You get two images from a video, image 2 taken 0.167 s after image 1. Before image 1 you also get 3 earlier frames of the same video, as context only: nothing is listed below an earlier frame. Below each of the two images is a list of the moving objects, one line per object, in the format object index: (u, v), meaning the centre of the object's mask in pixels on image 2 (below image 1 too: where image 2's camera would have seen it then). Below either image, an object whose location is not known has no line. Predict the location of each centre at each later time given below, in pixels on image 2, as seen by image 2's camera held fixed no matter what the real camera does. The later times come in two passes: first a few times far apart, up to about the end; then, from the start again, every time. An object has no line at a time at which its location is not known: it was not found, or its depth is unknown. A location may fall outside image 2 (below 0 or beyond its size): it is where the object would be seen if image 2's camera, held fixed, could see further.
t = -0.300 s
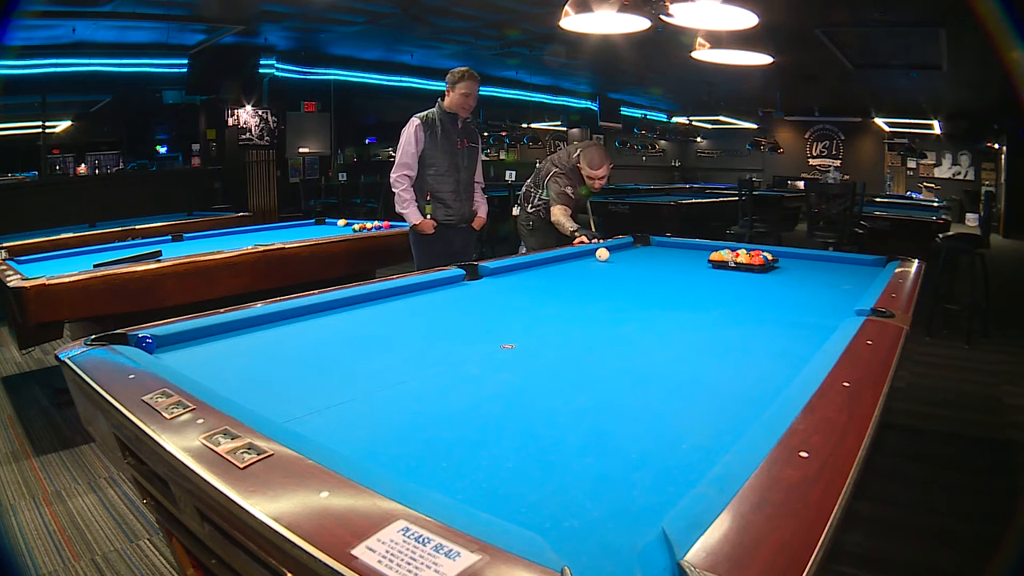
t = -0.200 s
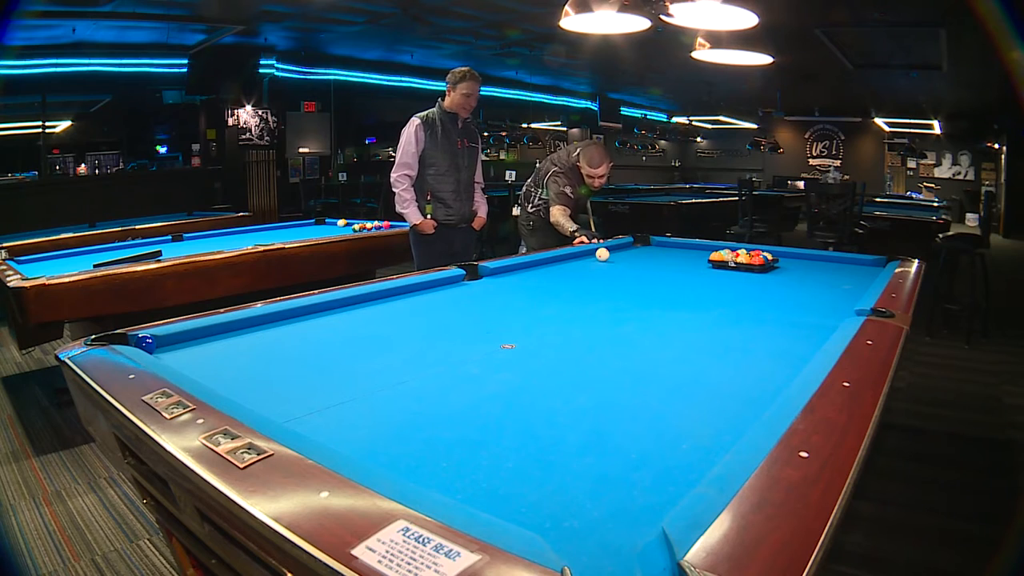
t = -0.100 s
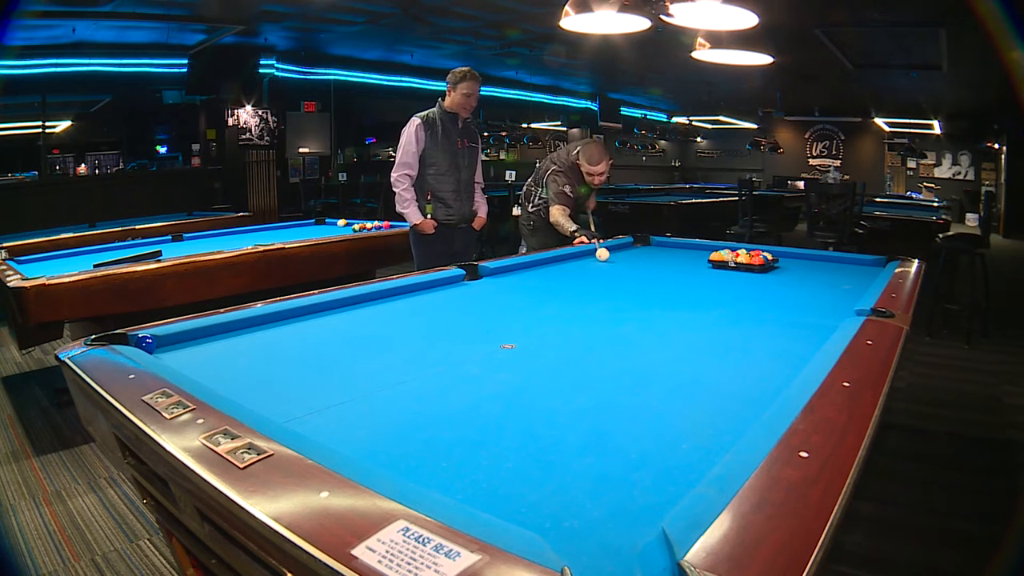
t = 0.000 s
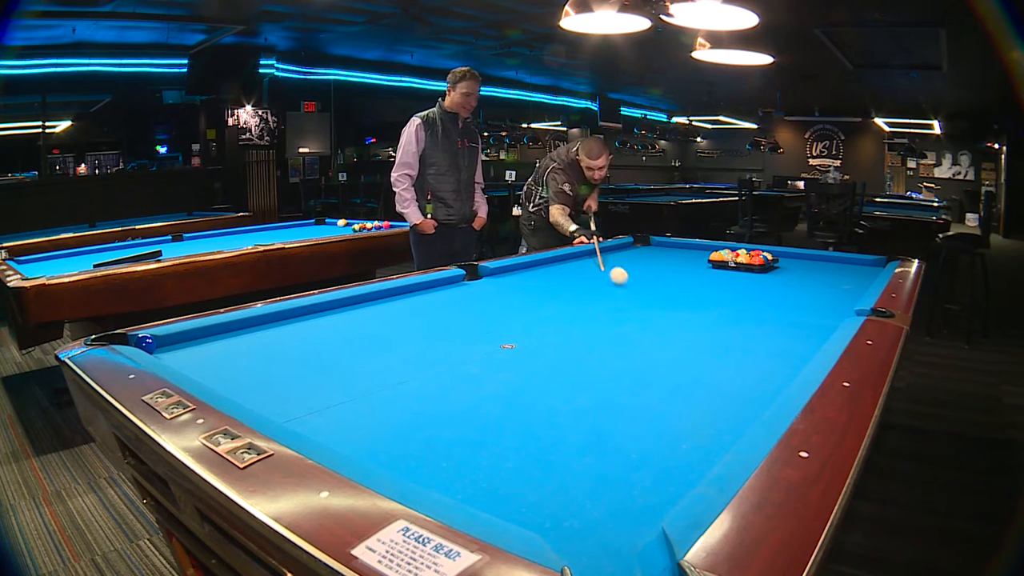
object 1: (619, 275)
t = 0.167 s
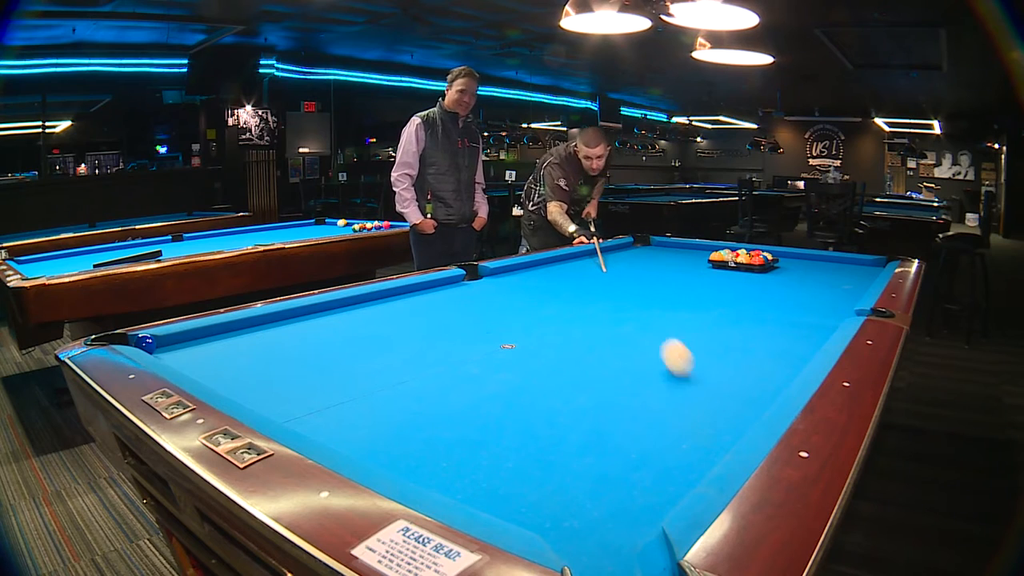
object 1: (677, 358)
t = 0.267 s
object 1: (653, 456)
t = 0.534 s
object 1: (426, 348)
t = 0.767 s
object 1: (410, 291)
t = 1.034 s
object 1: (579, 277)
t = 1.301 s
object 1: (717, 268)
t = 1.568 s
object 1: (789, 278)
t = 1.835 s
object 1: (854, 293)
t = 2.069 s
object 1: (799, 298)
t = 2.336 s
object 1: (733, 303)
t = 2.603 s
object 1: (658, 310)
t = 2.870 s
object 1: (576, 317)
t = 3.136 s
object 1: (487, 324)
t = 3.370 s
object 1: (406, 330)
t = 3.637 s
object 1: (313, 337)
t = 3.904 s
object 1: (224, 343)
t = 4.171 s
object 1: (151, 346)
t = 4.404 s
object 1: (157, 343)
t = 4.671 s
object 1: (167, 342)
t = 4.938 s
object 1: (177, 343)
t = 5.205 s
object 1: (184, 344)
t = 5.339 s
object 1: (188, 345)
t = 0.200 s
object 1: (699, 389)
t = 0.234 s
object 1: (724, 428)
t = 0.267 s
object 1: (653, 456)
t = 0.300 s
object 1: (552, 475)
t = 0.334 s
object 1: (455, 483)
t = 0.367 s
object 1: (438, 454)
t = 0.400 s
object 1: (436, 423)
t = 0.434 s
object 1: (434, 398)
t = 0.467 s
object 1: (431, 378)
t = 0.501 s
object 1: (429, 362)
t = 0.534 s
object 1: (426, 348)
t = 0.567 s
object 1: (424, 336)
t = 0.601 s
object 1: (421, 326)
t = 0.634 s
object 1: (418, 317)
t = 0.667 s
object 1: (416, 309)
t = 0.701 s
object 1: (414, 303)
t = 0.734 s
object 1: (412, 296)
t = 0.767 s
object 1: (410, 291)
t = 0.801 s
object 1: (418, 286)
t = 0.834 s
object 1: (444, 285)
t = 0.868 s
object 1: (469, 284)
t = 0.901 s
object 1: (493, 282)
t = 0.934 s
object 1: (516, 281)
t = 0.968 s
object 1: (538, 280)
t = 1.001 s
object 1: (559, 279)
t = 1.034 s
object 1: (579, 277)
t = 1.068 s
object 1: (598, 276)
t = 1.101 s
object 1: (617, 275)
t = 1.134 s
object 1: (635, 273)
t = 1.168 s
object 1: (653, 272)
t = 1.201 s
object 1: (670, 270)
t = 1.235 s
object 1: (686, 270)
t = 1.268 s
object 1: (701, 269)
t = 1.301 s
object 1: (717, 268)
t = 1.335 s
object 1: (731, 267)
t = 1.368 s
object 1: (745, 266)
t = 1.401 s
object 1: (752, 268)
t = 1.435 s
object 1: (759, 270)
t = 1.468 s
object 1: (765, 272)
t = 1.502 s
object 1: (773, 274)
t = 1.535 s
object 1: (781, 276)
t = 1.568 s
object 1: (789, 278)
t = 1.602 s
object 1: (797, 280)
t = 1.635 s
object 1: (806, 282)
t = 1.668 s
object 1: (815, 284)
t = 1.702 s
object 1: (824, 286)
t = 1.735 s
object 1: (834, 288)
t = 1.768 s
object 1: (844, 290)
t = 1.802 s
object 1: (853, 292)
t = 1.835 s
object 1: (854, 293)
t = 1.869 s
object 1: (845, 294)
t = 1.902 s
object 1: (836, 294)
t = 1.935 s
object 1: (828, 295)
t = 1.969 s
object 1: (821, 295)
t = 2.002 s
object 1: (813, 296)
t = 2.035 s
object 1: (806, 297)
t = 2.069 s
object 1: (799, 298)
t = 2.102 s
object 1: (791, 298)
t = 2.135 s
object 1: (783, 299)
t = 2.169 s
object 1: (775, 300)
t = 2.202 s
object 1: (767, 300)
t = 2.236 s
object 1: (759, 301)
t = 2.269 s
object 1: (750, 302)
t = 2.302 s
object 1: (742, 303)
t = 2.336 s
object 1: (733, 303)
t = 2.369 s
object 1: (724, 304)
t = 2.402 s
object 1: (715, 305)
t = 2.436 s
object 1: (706, 306)
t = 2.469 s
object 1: (697, 307)
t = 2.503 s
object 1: (688, 308)
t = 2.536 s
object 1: (678, 308)
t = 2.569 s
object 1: (668, 309)
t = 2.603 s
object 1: (658, 310)
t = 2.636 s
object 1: (648, 311)
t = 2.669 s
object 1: (639, 312)
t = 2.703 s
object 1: (629, 313)
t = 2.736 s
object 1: (618, 313)
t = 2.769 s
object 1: (608, 314)
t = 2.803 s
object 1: (597, 315)
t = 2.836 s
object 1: (587, 316)
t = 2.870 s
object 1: (576, 317)
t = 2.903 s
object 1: (565, 318)
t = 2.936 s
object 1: (554, 319)
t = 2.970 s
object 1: (543, 320)
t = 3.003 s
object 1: (532, 321)
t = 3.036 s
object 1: (521, 321)
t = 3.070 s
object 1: (510, 323)
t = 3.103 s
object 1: (498, 323)
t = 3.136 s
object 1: (487, 324)
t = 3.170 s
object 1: (475, 325)
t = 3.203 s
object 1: (464, 326)
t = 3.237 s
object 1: (452, 327)
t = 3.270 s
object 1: (441, 328)
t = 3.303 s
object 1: (429, 329)
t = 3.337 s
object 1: (417, 329)
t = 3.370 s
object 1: (406, 330)
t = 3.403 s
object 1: (394, 331)
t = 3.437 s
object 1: (382, 332)
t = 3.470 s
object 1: (371, 333)
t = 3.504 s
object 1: (359, 334)
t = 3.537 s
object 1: (348, 335)
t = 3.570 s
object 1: (336, 335)
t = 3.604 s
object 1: (324, 336)
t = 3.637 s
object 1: (313, 337)
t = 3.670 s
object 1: (301, 338)
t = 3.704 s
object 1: (290, 339)
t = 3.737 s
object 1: (279, 340)
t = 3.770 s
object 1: (268, 340)
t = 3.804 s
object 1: (257, 341)
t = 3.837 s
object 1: (245, 341)
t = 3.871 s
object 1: (234, 343)
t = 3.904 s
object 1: (224, 343)
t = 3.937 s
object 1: (213, 344)
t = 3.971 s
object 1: (202, 345)
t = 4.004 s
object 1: (192, 345)
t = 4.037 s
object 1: (181, 346)
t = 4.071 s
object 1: (171, 347)
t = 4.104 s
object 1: (161, 347)
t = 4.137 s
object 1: (155, 347)
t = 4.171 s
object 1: (151, 346)
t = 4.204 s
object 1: (151, 346)
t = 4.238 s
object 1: (152, 346)
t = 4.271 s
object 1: (153, 345)
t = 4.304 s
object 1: (154, 345)
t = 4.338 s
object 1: (155, 344)
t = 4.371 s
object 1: (156, 343)
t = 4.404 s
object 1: (157, 343)
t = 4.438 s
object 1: (158, 342)
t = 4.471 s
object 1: (160, 341)
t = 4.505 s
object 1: (161, 341)
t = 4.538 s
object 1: (162, 341)
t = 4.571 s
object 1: (164, 341)
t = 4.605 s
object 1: (165, 341)
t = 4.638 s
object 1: (166, 341)
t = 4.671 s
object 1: (167, 342)
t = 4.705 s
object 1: (169, 342)
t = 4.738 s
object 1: (170, 342)
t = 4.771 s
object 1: (171, 342)
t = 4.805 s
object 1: (172, 342)
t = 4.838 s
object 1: (173, 342)
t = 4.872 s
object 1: (175, 342)
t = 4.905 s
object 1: (176, 343)
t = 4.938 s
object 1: (177, 343)
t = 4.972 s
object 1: (178, 343)
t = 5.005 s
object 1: (179, 343)
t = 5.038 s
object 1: (180, 343)
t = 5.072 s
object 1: (181, 343)
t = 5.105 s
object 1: (182, 343)
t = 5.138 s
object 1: (183, 344)
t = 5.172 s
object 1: (183, 344)
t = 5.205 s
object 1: (184, 344)
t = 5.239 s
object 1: (185, 344)
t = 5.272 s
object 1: (186, 344)
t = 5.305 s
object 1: (187, 344)
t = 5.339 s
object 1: (188, 345)
